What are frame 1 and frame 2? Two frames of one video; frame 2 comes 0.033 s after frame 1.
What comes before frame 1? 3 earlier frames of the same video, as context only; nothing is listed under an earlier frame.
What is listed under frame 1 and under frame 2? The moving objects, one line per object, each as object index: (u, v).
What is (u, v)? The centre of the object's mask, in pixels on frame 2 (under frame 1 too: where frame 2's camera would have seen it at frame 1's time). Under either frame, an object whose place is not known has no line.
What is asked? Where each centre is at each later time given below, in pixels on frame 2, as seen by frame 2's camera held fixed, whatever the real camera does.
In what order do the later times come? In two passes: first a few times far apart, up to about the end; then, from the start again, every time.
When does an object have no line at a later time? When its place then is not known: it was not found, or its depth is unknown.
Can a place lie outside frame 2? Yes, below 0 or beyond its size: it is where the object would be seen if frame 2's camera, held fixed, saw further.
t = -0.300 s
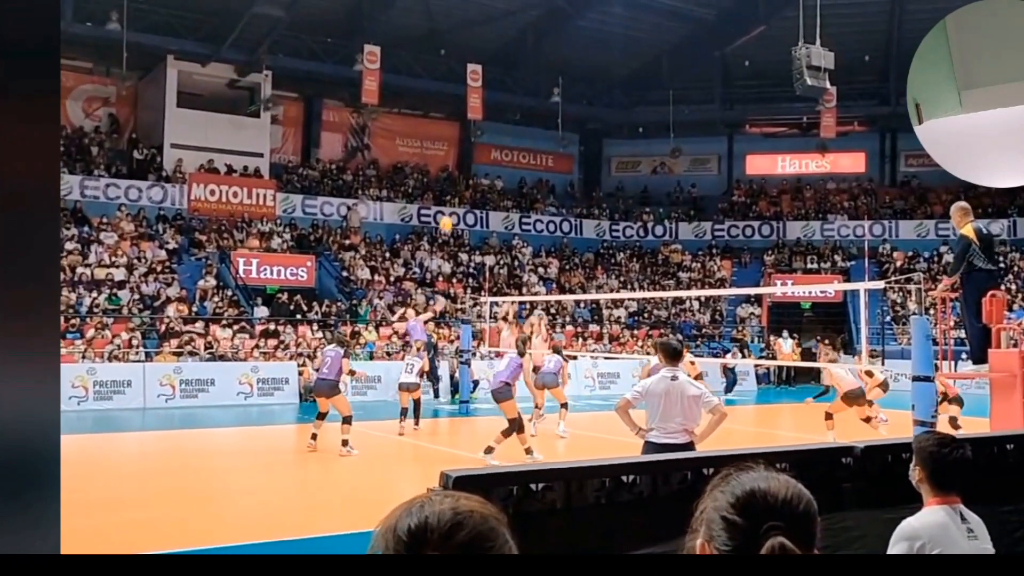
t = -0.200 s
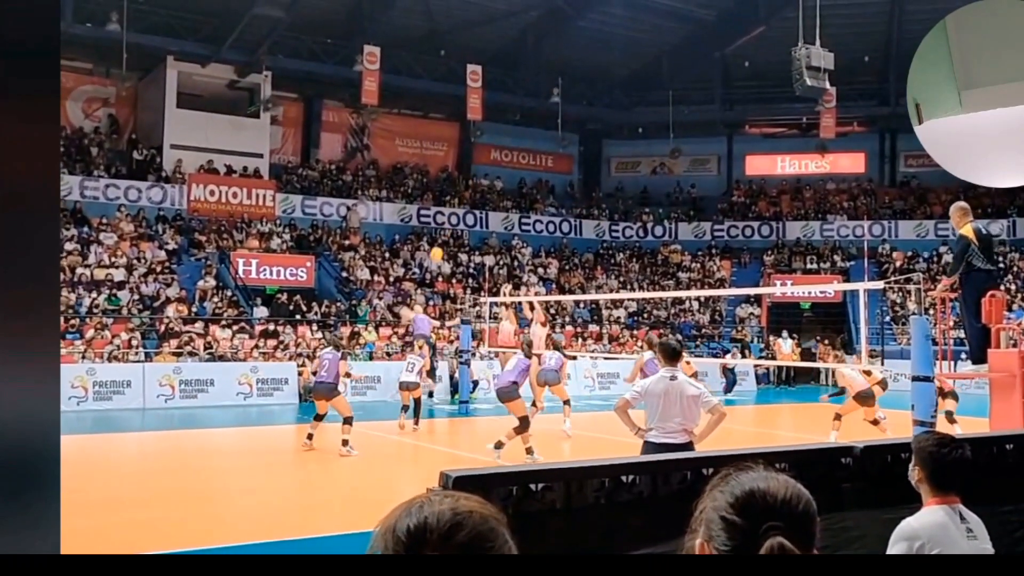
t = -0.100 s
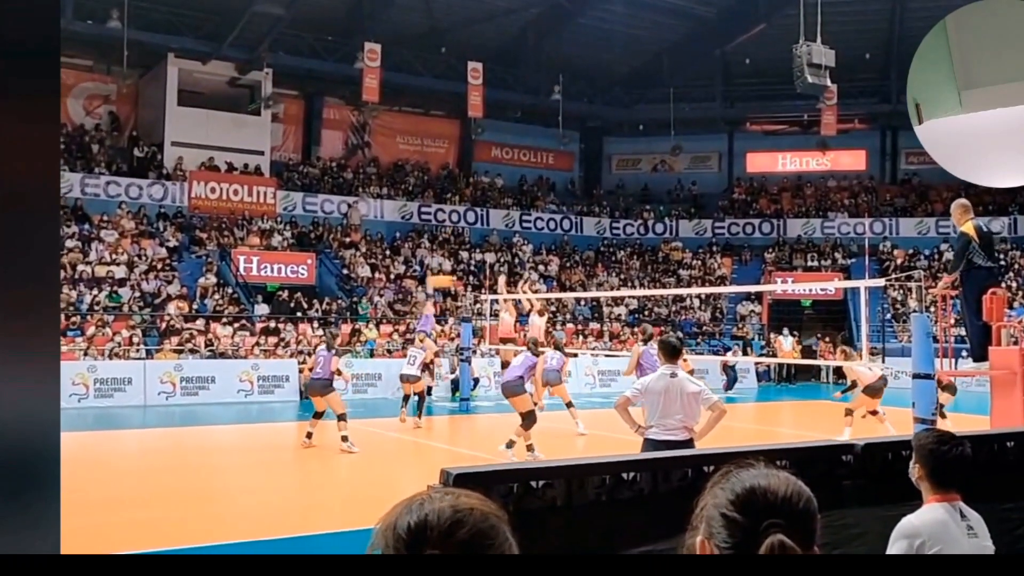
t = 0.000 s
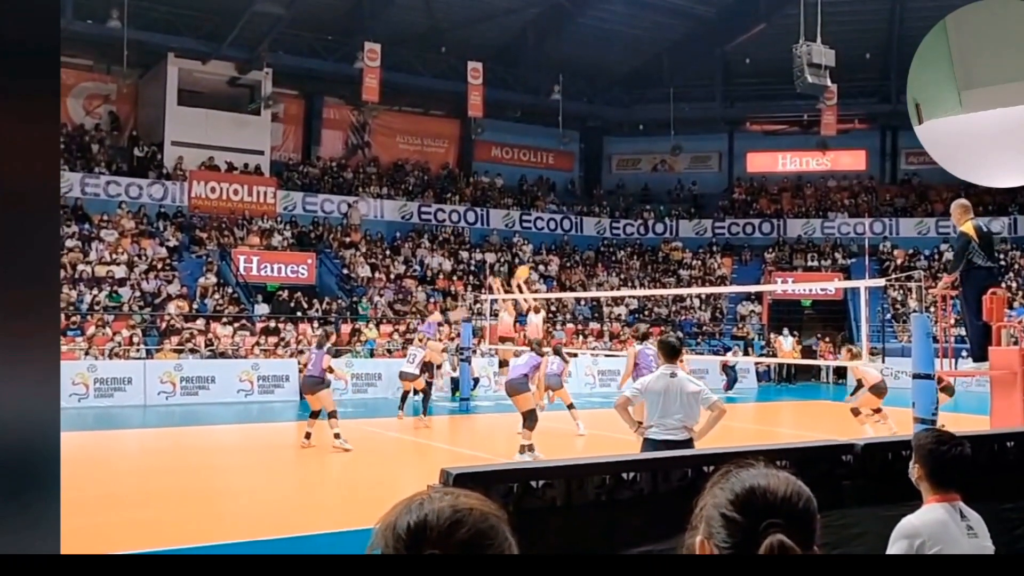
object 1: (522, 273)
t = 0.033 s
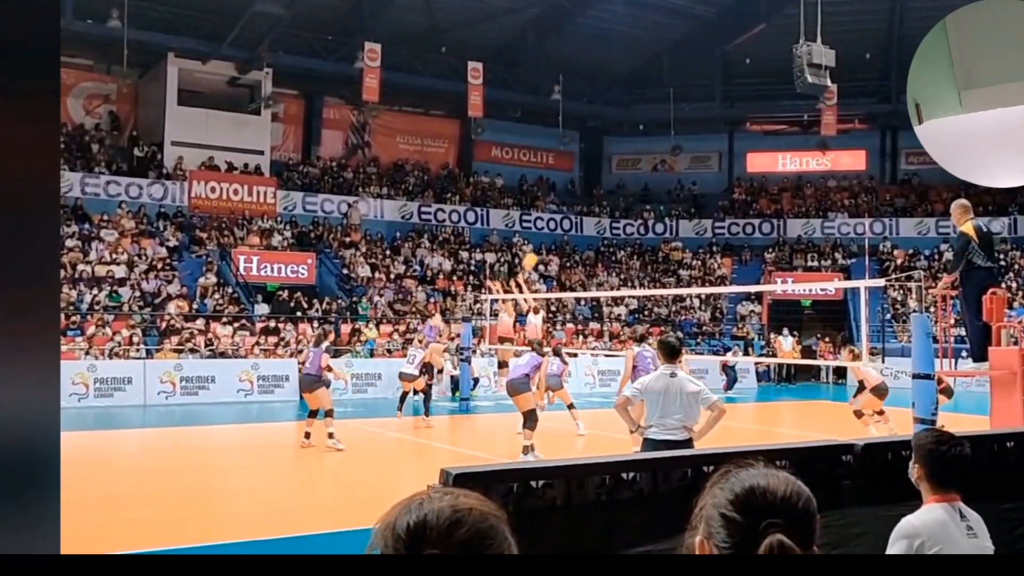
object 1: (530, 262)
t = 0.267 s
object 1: (586, 195)
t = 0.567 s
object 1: (659, 154)
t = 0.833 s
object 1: (723, 160)
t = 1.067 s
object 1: (778, 198)
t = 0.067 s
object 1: (538, 250)
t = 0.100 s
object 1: (546, 240)
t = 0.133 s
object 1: (554, 230)
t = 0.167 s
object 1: (562, 219)
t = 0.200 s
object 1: (570, 210)
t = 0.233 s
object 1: (578, 202)
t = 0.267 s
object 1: (586, 195)
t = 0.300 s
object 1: (594, 187)
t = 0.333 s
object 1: (602, 181)
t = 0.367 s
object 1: (610, 175)
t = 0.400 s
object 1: (618, 170)
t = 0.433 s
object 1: (626, 165)
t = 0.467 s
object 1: (634, 161)
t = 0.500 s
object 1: (643, 158)
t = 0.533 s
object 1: (651, 155)
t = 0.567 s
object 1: (659, 154)
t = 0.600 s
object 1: (667, 152)
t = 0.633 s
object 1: (675, 151)
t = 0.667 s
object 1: (683, 151)
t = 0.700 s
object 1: (691, 151)
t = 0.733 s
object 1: (699, 153)
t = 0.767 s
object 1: (707, 154)
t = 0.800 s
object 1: (715, 157)
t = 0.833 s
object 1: (723, 160)
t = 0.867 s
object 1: (731, 163)
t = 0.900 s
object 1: (739, 167)
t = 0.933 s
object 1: (747, 172)
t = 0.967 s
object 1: (755, 178)
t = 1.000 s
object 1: (763, 184)
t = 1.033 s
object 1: (770, 190)
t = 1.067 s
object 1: (778, 198)
